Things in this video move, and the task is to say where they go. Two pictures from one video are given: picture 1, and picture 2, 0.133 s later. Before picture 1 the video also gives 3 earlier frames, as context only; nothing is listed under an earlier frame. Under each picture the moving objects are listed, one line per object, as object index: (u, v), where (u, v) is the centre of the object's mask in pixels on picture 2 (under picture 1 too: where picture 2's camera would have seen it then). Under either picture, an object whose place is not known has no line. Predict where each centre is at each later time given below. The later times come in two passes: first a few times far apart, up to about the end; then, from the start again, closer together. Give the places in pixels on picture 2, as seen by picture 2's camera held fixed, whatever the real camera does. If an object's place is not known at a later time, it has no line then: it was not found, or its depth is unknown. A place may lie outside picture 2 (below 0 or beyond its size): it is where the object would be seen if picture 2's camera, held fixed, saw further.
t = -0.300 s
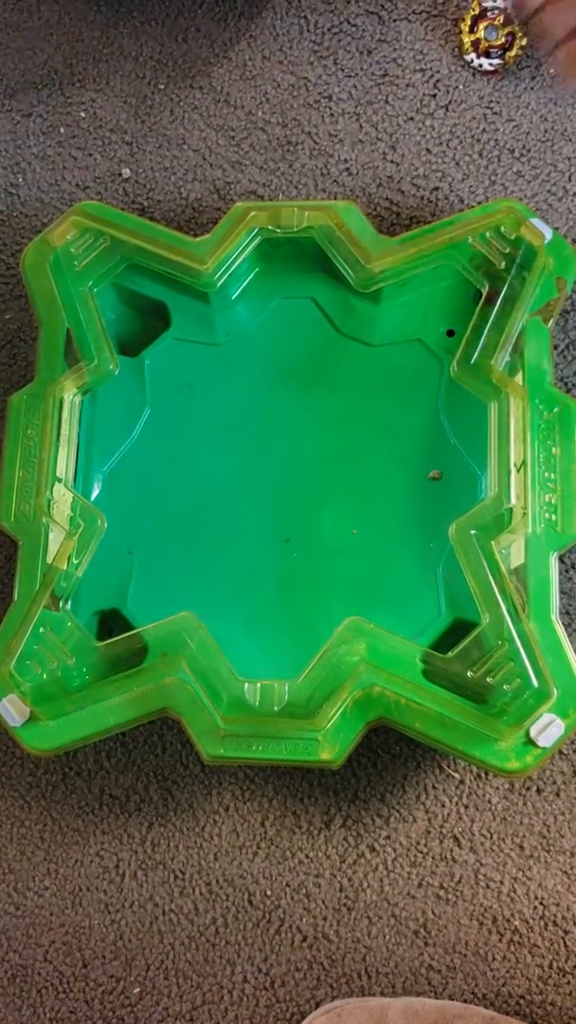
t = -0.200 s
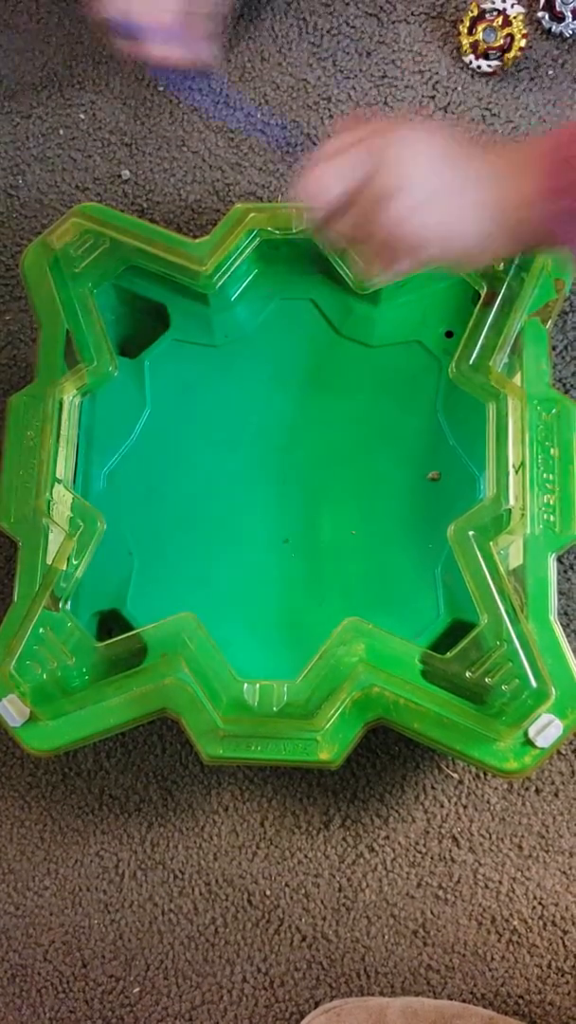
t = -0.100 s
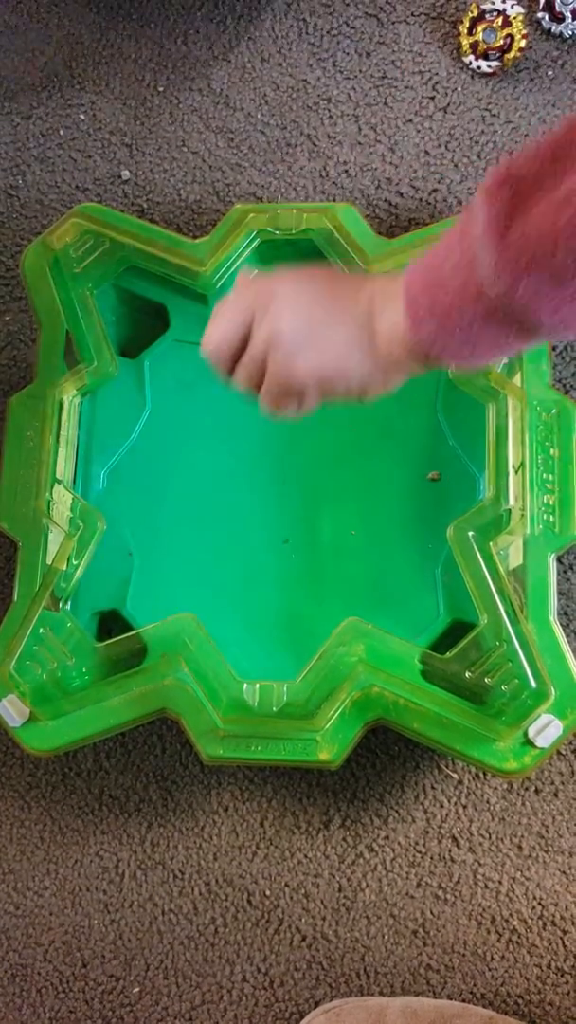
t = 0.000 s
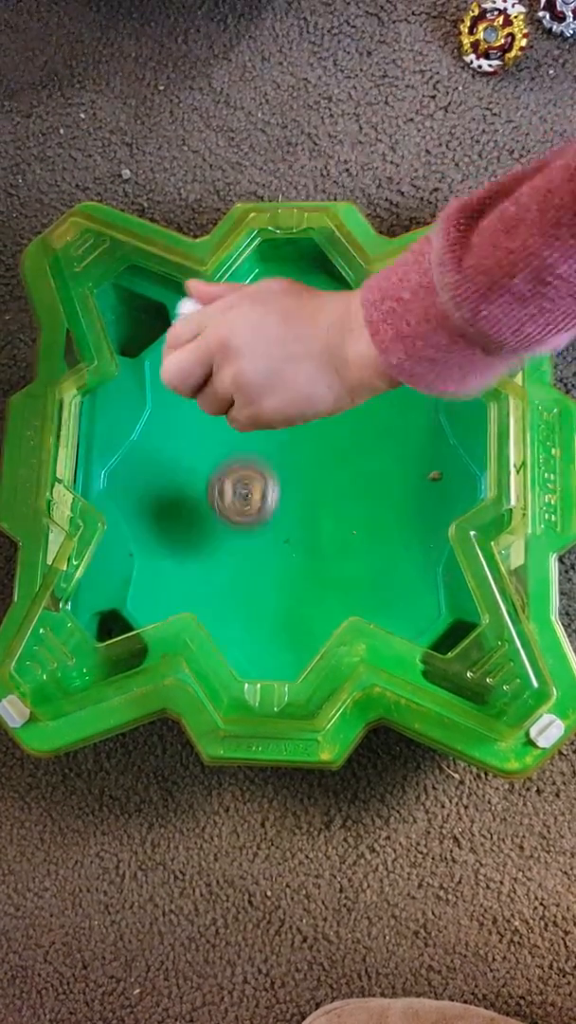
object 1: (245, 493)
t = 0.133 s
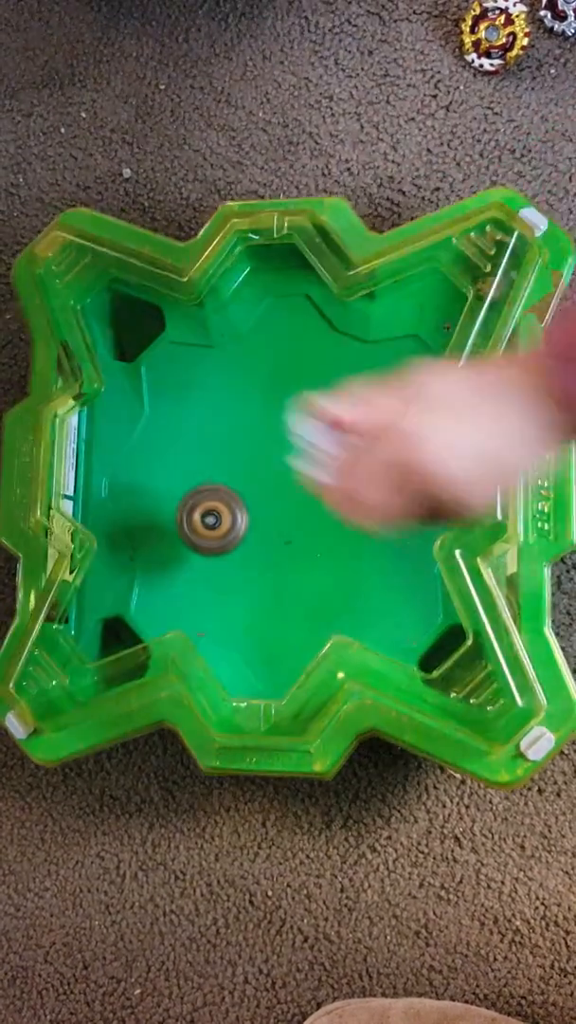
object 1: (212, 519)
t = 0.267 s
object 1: (207, 518)
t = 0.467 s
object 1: (211, 487)
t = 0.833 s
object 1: (275, 457)
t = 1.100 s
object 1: (315, 481)
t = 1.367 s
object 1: (334, 501)
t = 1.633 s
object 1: (349, 501)
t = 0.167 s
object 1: (210, 526)
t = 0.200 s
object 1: (211, 530)
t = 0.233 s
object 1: (207, 523)
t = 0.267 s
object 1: (207, 518)
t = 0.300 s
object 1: (209, 514)
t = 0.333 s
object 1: (207, 507)
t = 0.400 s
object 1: (208, 497)
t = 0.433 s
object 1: (209, 493)
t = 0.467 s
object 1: (211, 487)
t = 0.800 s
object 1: (268, 456)
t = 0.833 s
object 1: (275, 457)
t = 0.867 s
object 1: (283, 458)
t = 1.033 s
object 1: (308, 475)
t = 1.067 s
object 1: (311, 479)
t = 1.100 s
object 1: (315, 481)
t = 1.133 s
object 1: (319, 484)
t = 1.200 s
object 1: (324, 491)
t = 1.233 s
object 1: (326, 494)
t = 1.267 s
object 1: (328, 496)
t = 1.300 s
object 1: (330, 498)
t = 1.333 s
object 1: (332, 500)
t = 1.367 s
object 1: (334, 501)
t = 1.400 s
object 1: (337, 502)
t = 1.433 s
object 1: (340, 503)
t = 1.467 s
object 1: (342, 503)
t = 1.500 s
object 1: (344, 503)
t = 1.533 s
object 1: (346, 503)
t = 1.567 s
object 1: (347, 503)
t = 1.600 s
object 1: (347, 502)
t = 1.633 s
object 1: (349, 501)
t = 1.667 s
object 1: (350, 499)
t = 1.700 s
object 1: (351, 497)
